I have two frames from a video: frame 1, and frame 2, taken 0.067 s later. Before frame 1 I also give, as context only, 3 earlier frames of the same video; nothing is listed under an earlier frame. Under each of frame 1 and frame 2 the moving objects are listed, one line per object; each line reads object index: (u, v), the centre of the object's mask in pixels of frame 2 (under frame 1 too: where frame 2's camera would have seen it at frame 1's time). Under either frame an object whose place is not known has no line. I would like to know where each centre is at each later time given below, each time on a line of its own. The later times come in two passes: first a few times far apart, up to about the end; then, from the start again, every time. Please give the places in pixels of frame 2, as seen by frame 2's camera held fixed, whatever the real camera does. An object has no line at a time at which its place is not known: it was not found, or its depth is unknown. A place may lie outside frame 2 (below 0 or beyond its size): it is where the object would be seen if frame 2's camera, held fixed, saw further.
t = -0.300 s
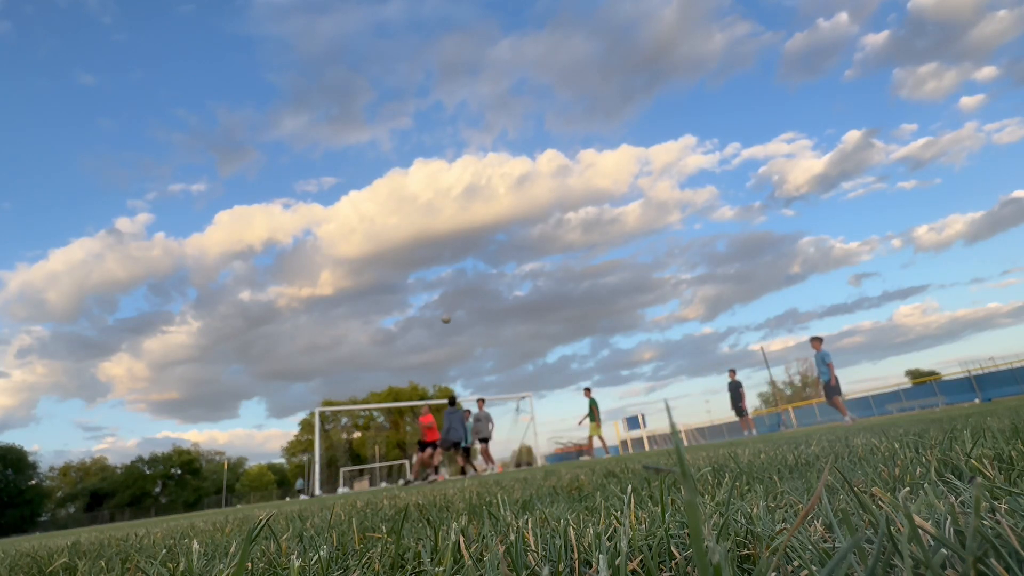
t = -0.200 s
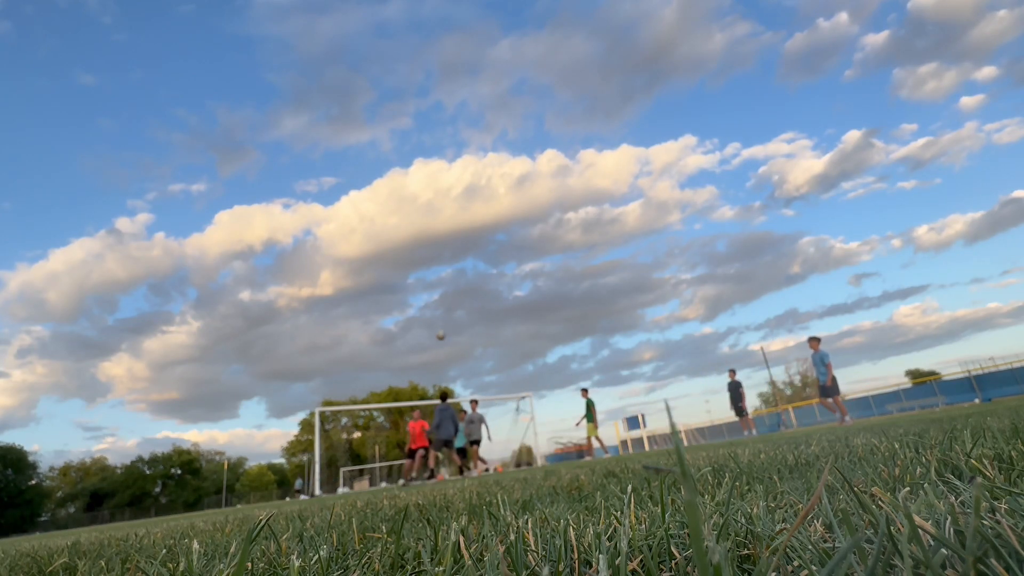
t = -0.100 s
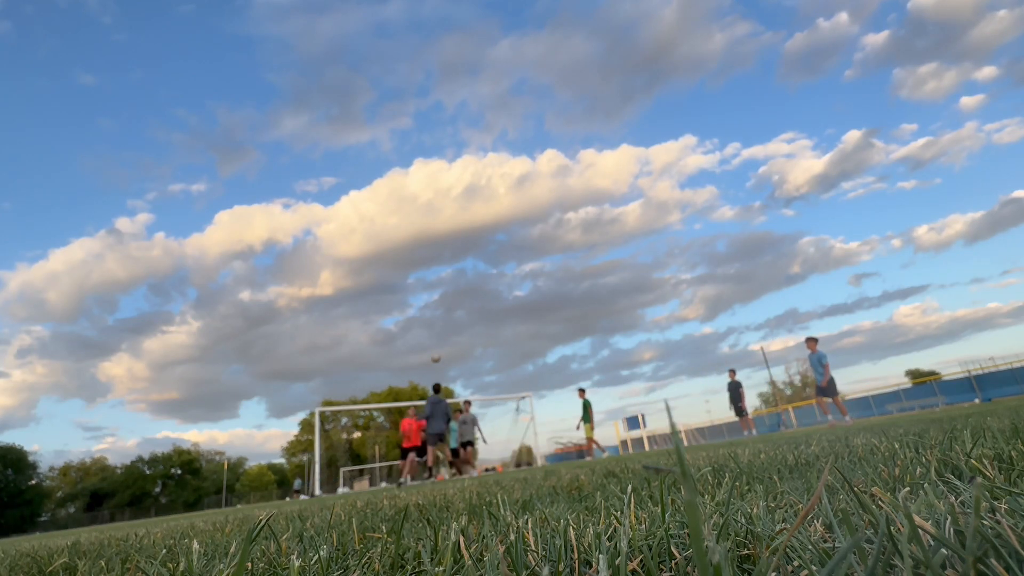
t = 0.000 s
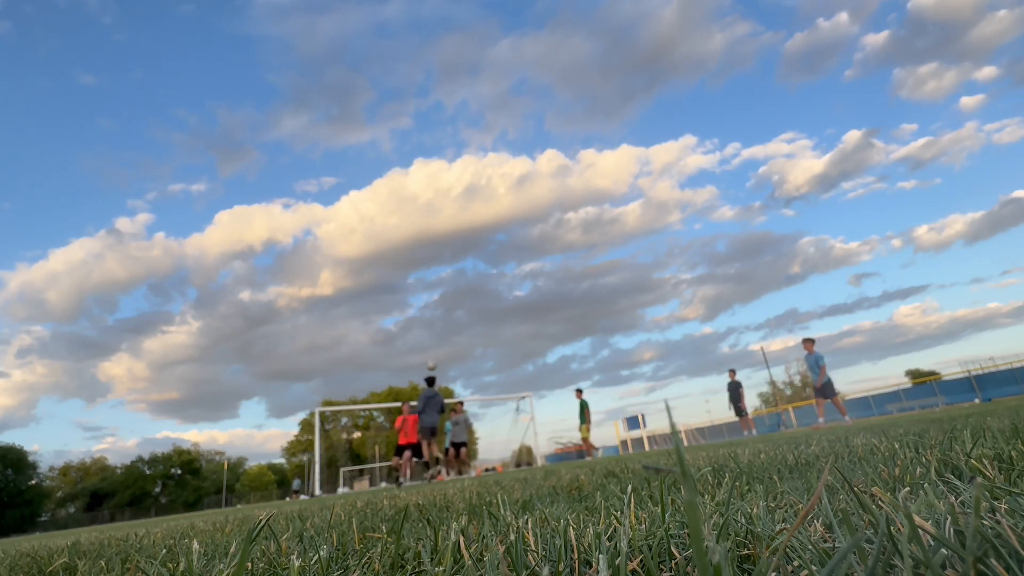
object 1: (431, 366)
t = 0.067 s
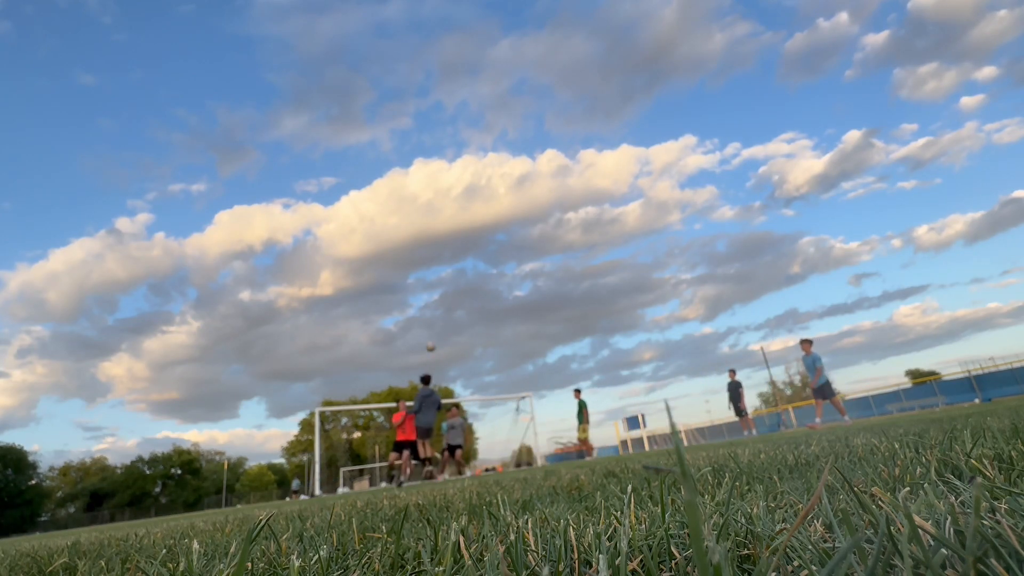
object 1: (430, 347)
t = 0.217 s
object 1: (428, 312)
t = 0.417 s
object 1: (426, 280)
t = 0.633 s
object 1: (425, 267)
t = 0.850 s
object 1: (426, 279)
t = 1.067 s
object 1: (431, 322)
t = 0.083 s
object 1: (430, 342)
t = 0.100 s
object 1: (430, 339)
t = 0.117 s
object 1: (430, 335)
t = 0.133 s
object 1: (430, 331)
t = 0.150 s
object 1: (429, 327)
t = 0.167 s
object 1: (429, 323)
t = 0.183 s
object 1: (429, 319)
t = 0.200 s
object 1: (429, 316)
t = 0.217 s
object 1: (428, 312)
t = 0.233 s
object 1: (428, 309)
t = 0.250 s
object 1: (428, 305)
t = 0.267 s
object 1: (428, 302)
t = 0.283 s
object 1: (428, 299)
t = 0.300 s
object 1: (427, 297)
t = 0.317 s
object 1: (427, 294)
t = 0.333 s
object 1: (427, 292)
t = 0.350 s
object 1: (427, 289)
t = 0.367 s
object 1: (427, 286)
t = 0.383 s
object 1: (427, 285)
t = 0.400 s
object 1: (426, 282)
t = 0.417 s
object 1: (426, 280)
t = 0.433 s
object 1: (426, 278)
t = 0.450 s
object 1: (426, 277)
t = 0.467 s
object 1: (426, 276)
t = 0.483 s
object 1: (426, 274)
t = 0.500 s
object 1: (426, 273)
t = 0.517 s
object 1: (426, 272)
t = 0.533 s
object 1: (426, 270)
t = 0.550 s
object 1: (426, 269)
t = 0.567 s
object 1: (425, 269)
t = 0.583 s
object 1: (426, 268)
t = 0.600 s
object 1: (425, 268)
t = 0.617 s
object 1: (425, 267)
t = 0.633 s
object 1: (425, 267)
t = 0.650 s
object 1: (425, 267)
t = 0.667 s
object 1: (425, 267)
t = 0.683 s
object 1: (425, 267)
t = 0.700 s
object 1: (425, 268)
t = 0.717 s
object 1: (425, 268)
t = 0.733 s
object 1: (426, 269)
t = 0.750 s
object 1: (426, 269)
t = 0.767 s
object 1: (426, 271)
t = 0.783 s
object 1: (426, 272)
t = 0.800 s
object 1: (426, 273)
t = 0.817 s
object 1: (426, 275)
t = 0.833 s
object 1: (426, 277)
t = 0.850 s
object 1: (426, 279)
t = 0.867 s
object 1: (427, 281)
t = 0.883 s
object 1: (427, 283)
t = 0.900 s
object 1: (427, 286)
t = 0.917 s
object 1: (427, 288)
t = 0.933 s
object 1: (428, 291)
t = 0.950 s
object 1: (428, 295)
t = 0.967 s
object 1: (428, 298)
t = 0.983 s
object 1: (429, 301)
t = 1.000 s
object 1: (429, 304)
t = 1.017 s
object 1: (429, 308)
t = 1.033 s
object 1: (429, 313)
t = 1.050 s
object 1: (430, 317)
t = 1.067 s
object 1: (431, 322)
